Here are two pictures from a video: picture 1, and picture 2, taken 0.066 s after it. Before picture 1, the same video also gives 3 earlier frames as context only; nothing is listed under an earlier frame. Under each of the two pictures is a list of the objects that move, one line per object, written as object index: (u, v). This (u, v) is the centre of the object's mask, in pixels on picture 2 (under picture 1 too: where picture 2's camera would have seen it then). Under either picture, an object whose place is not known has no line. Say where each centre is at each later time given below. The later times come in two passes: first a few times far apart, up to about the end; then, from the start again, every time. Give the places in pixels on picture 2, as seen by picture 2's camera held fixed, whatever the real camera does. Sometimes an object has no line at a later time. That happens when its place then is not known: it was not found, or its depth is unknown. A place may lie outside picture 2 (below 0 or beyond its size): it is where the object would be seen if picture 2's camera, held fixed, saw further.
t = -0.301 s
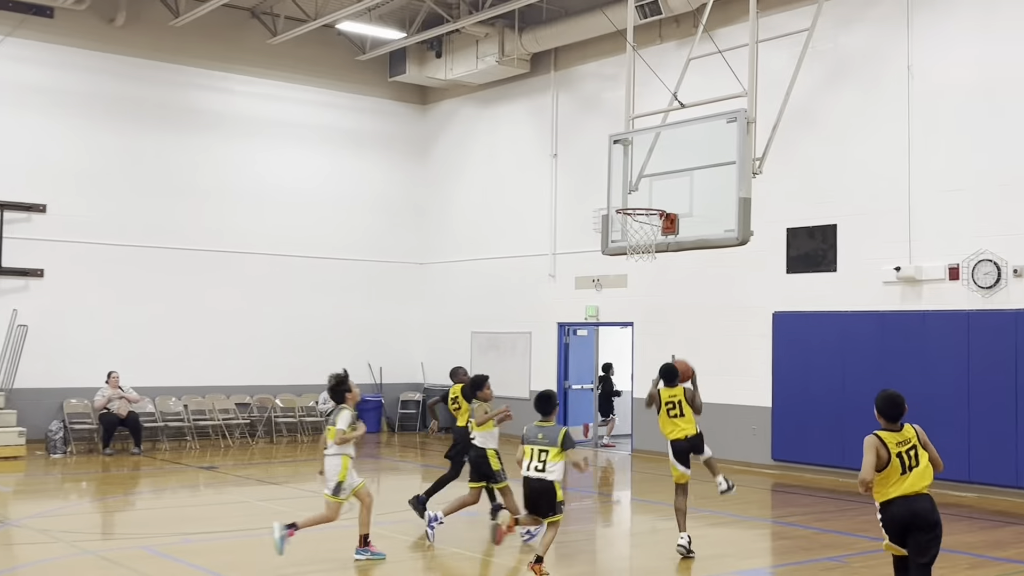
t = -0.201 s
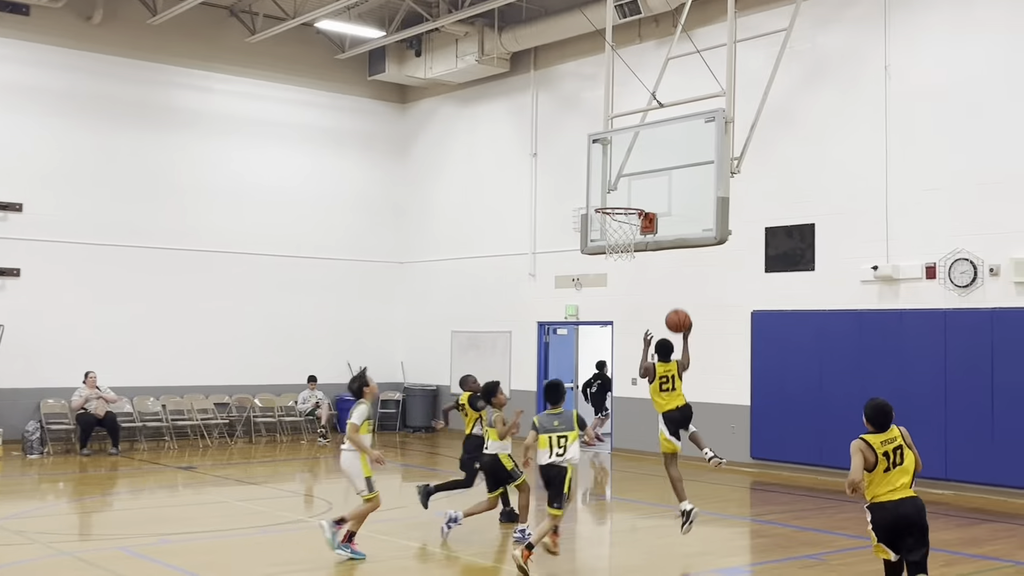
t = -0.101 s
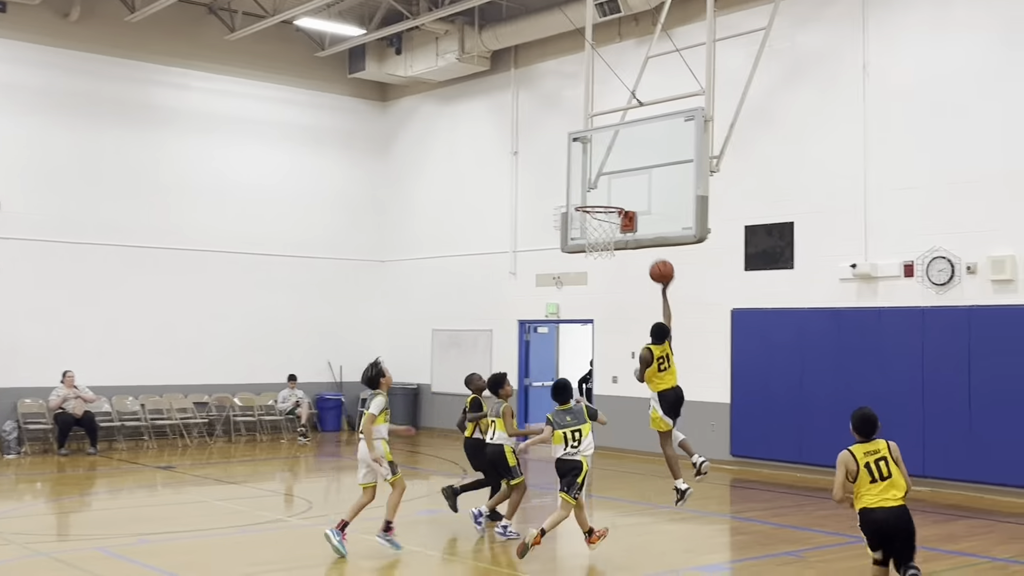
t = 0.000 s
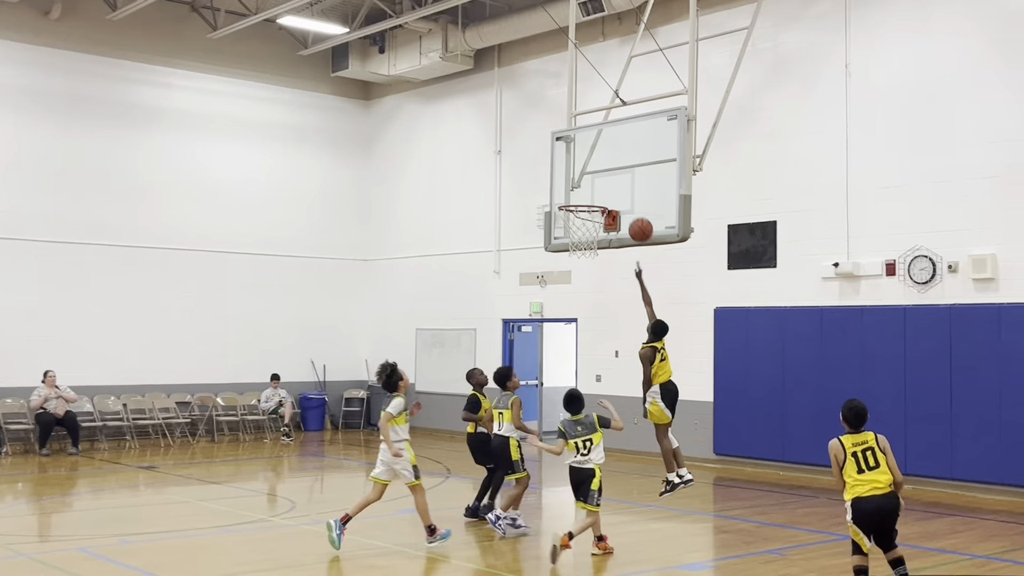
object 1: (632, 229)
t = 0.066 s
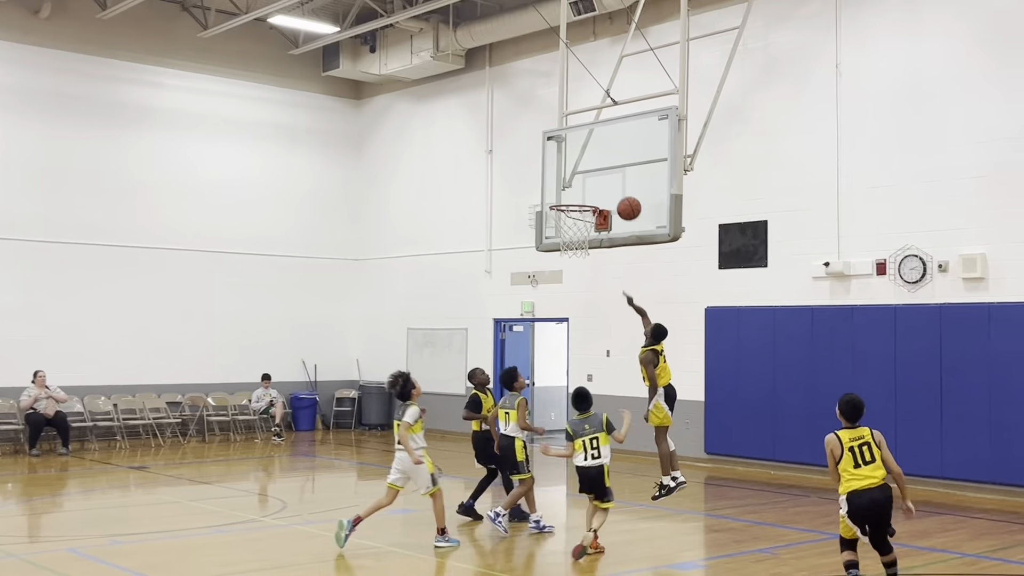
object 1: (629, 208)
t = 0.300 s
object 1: (615, 175)
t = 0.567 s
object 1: (589, 197)
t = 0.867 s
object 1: (571, 221)
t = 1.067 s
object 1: (579, 263)
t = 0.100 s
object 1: (628, 200)
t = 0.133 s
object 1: (626, 193)
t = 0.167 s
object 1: (625, 187)
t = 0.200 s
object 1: (624, 182)
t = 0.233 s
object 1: (621, 179)
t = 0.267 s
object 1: (618, 176)
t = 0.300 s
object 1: (615, 175)
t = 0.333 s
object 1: (612, 175)
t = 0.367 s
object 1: (609, 175)
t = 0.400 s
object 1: (605, 178)
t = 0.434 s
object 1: (602, 181)
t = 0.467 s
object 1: (599, 185)
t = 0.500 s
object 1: (596, 190)
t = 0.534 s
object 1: (593, 196)
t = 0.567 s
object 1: (589, 197)
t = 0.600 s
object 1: (585, 196)
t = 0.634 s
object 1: (581, 197)
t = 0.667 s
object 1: (577, 200)
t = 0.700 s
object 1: (573, 203)
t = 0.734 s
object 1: (569, 207)
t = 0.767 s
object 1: (567, 211)
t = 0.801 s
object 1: (569, 213)
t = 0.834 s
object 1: (569, 217)
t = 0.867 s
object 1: (571, 221)
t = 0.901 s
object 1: (572, 225)
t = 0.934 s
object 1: (573, 232)
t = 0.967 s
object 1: (575, 239)
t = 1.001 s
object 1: (576, 246)
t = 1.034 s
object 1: (577, 253)
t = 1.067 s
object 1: (579, 263)
